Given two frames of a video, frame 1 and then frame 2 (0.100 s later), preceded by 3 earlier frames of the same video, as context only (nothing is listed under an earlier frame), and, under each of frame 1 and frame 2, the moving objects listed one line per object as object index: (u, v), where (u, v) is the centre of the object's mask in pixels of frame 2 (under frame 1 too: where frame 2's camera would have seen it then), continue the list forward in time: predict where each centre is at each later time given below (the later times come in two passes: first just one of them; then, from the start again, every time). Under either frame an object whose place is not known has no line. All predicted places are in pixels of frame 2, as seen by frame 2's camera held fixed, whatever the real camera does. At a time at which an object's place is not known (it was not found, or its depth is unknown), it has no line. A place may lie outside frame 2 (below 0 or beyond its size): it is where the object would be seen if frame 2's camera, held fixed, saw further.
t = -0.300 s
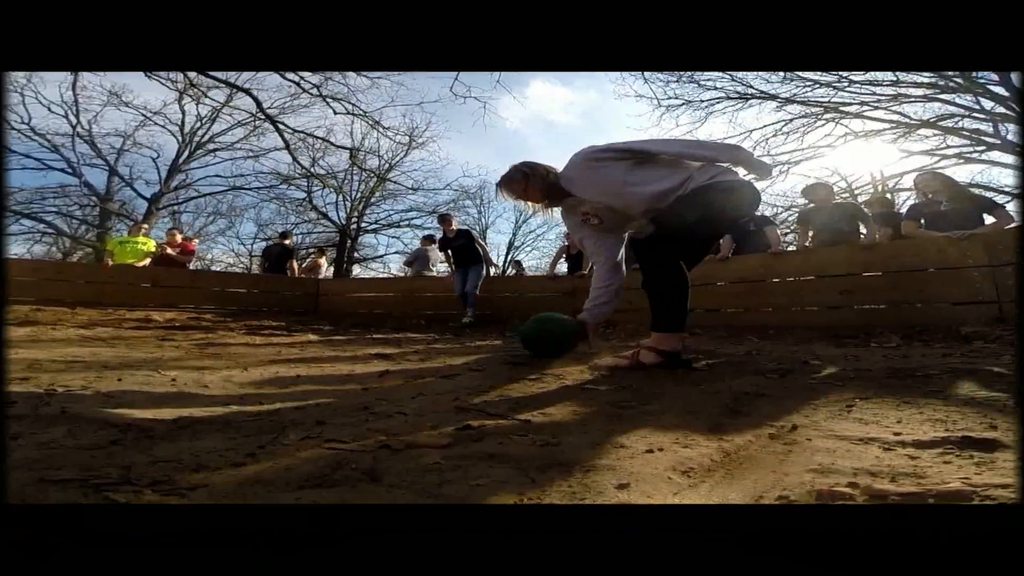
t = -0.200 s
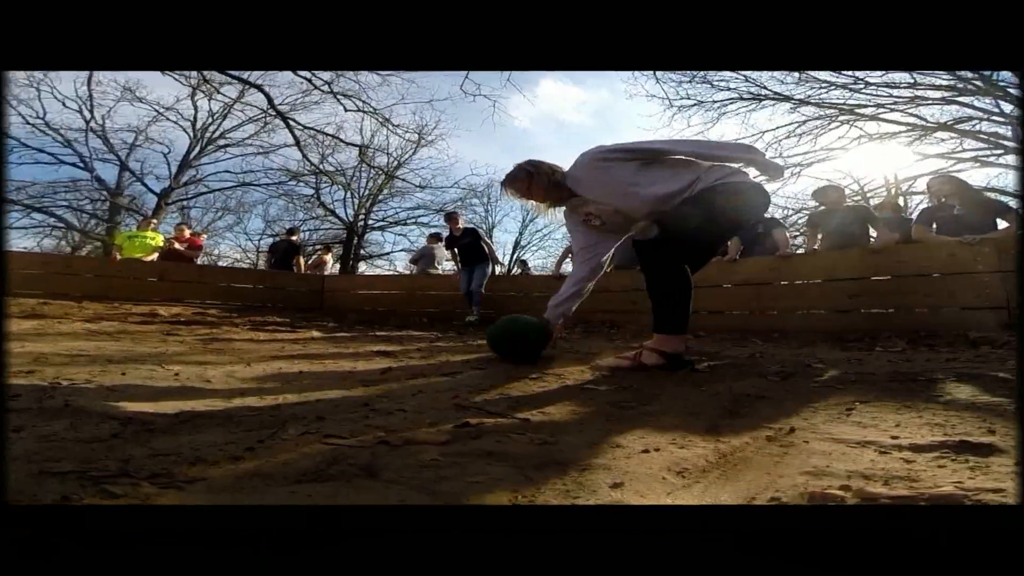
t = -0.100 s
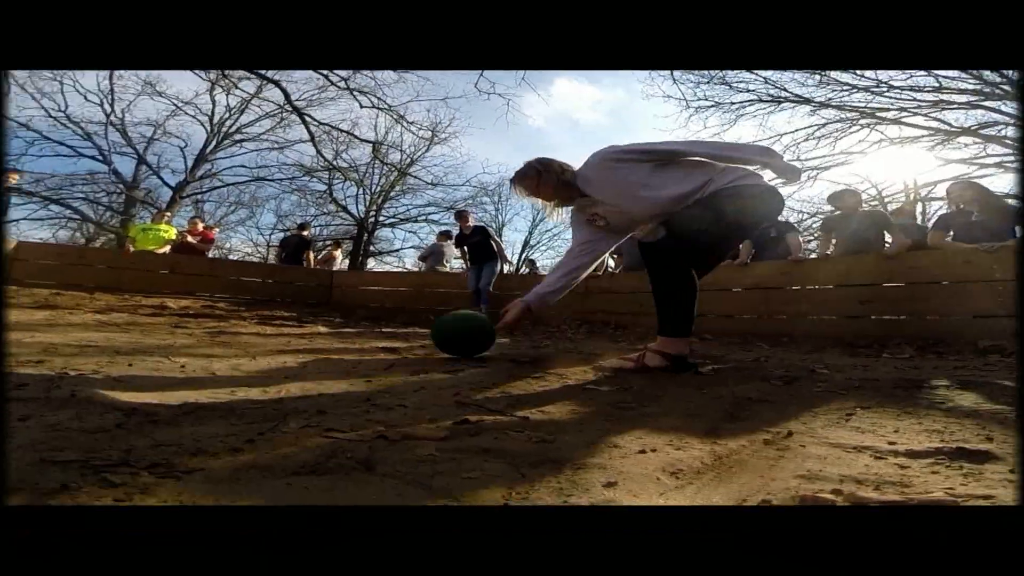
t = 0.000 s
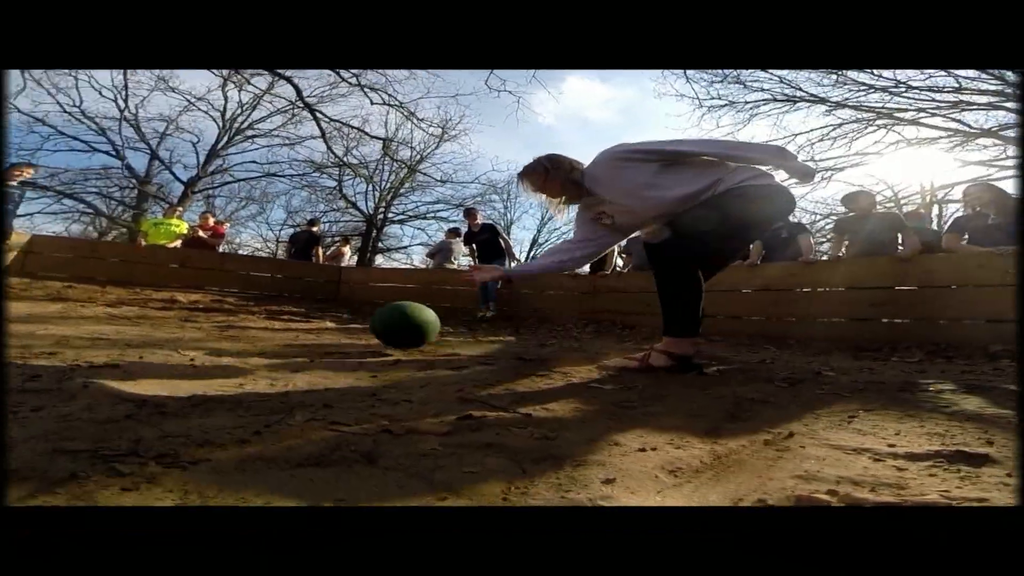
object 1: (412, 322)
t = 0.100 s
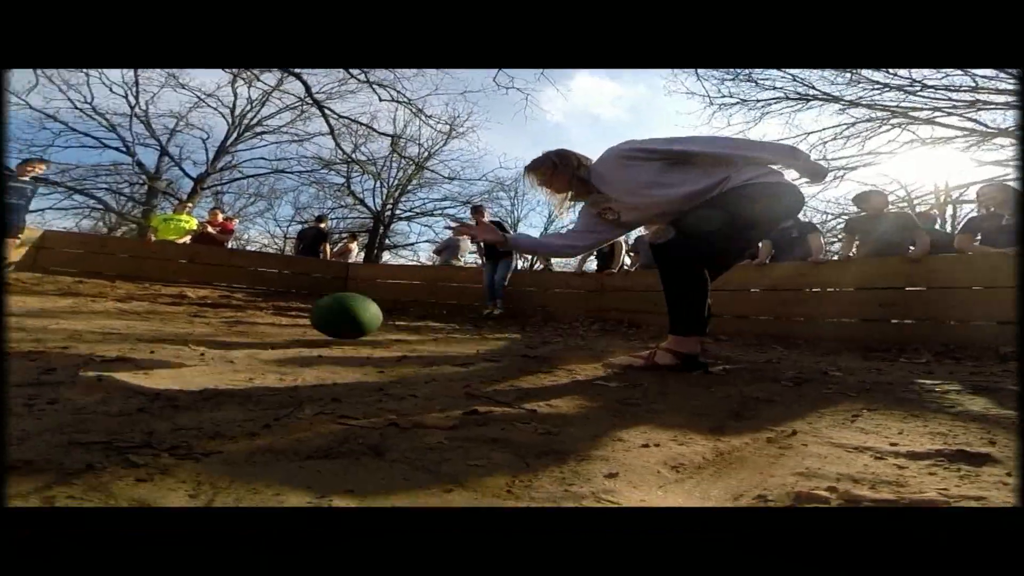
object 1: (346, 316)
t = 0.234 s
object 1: (258, 311)
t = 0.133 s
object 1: (323, 314)
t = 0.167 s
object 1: (301, 313)
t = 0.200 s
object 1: (279, 312)
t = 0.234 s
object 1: (258, 311)
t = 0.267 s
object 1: (236, 310)
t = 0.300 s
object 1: (216, 309)
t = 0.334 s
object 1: (195, 309)
